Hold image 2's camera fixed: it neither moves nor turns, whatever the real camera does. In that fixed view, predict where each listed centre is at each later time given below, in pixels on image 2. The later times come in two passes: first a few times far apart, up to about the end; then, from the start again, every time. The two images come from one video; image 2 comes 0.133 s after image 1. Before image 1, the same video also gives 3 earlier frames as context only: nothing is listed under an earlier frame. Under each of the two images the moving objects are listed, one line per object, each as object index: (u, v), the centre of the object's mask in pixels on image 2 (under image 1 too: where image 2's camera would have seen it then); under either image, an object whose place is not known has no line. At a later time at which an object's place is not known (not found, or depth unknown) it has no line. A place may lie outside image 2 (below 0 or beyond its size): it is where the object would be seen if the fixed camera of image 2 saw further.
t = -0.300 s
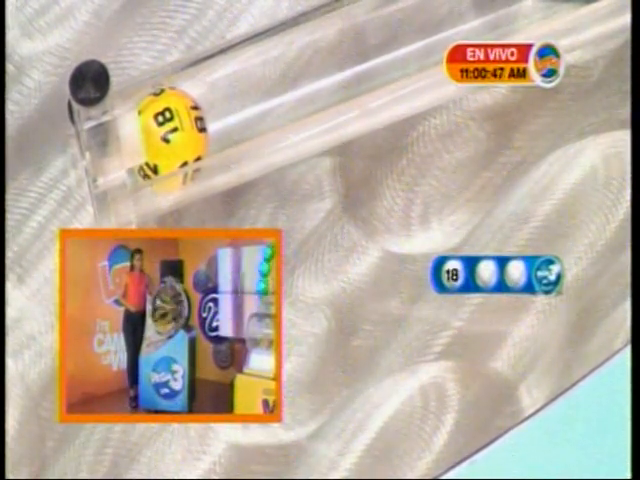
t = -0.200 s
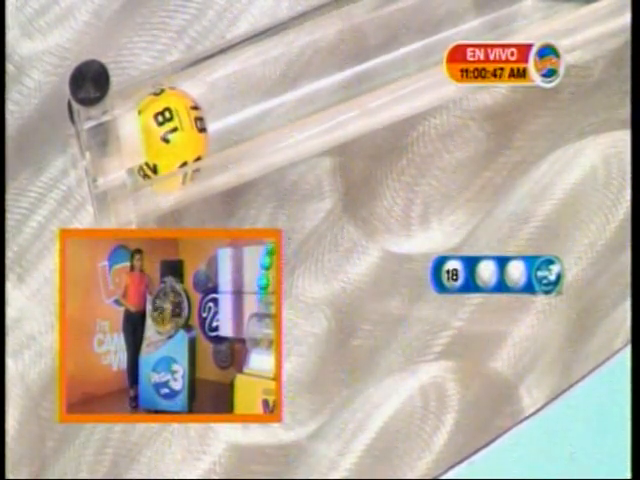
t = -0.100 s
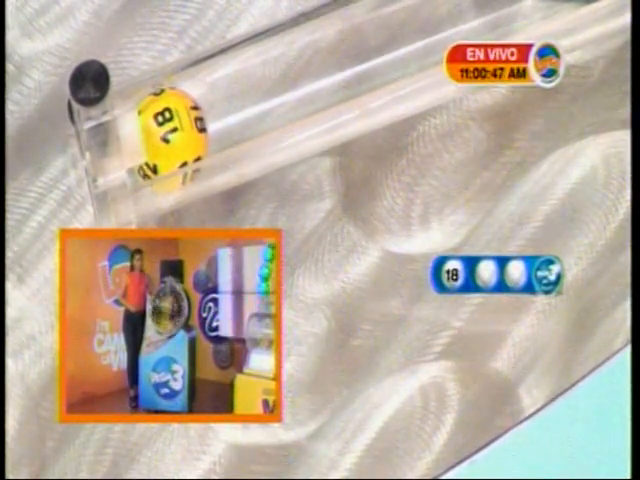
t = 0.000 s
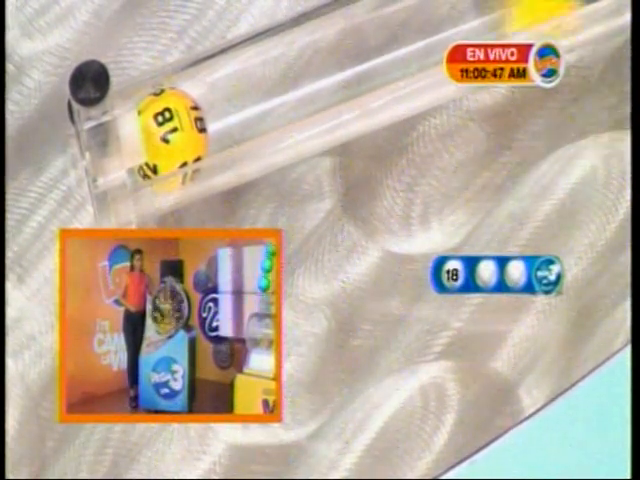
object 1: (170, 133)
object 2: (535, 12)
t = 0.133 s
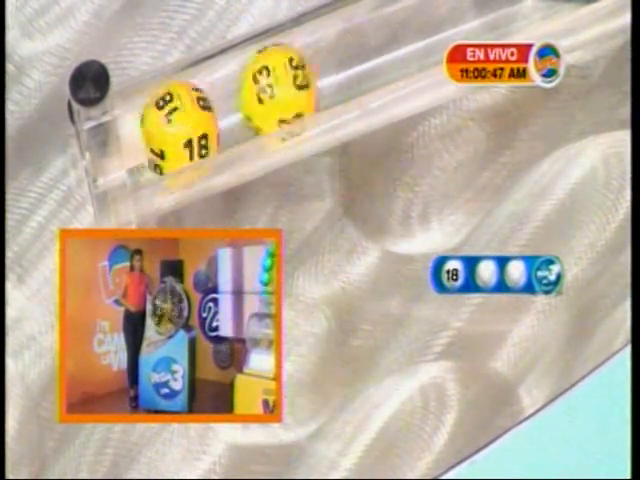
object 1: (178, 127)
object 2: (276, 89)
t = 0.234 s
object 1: (171, 132)
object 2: (287, 87)
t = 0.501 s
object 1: (171, 133)
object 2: (244, 104)
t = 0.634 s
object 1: (171, 133)
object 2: (244, 104)
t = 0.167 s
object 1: (177, 129)
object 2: (290, 89)
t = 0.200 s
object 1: (172, 132)
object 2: (293, 87)
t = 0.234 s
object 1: (171, 132)
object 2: (287, 87)
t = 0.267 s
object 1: (171, 132)
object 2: (277, 90)
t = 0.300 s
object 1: (171, 133)
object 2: (264, 100)
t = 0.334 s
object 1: (171, 132)
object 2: (247, 103)
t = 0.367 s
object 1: (170, 131)
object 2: (244, 108)
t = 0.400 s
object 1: (171, 132)
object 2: (244, 104)
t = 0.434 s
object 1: (171, 132)
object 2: (244, 104)
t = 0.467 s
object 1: (171, 133)
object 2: (244, 104)
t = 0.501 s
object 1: (171, 133)
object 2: (244, 104)
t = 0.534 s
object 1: (171, 133)
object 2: (244, 104)
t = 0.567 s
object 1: (171, 133)
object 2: (244, 104)
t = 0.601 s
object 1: (171, 133)
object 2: (244, 104)
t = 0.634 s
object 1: (171, 133)
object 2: (244, 104)
